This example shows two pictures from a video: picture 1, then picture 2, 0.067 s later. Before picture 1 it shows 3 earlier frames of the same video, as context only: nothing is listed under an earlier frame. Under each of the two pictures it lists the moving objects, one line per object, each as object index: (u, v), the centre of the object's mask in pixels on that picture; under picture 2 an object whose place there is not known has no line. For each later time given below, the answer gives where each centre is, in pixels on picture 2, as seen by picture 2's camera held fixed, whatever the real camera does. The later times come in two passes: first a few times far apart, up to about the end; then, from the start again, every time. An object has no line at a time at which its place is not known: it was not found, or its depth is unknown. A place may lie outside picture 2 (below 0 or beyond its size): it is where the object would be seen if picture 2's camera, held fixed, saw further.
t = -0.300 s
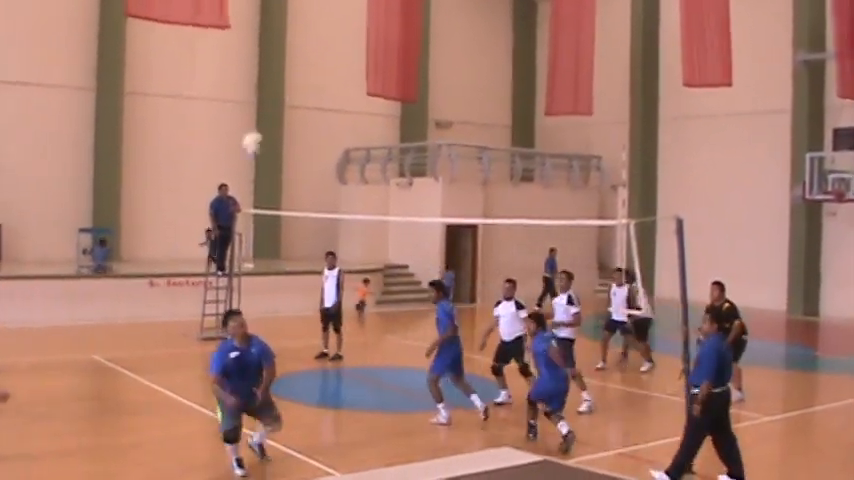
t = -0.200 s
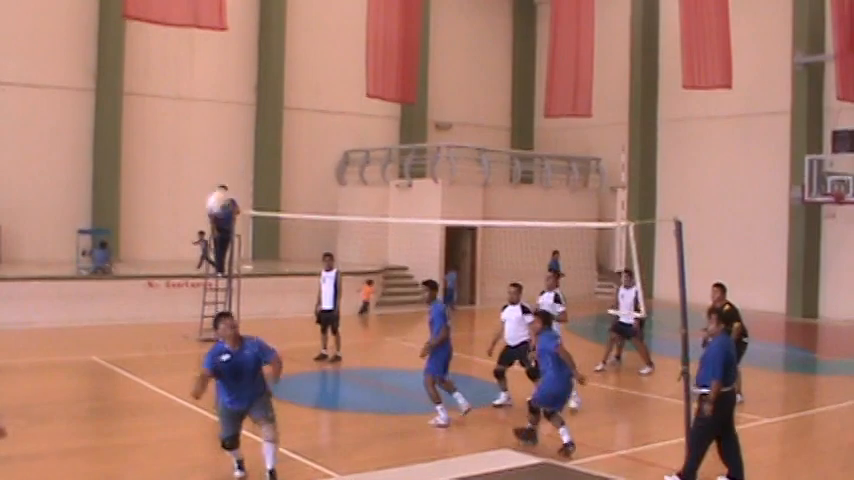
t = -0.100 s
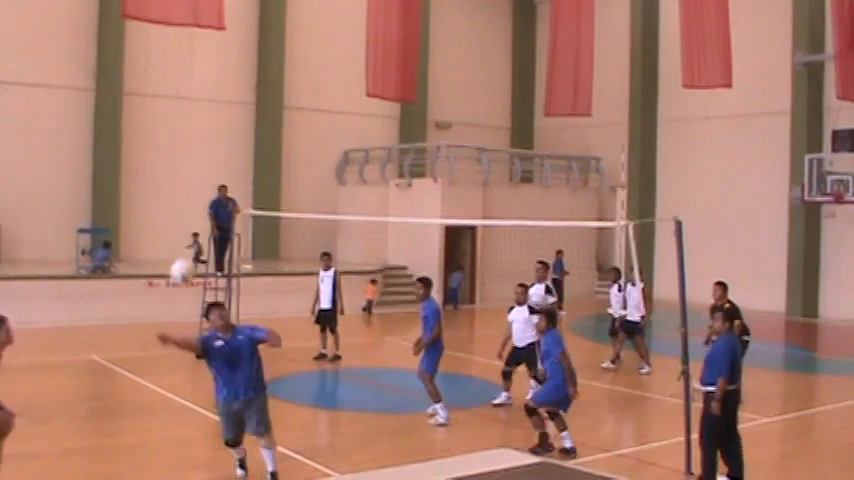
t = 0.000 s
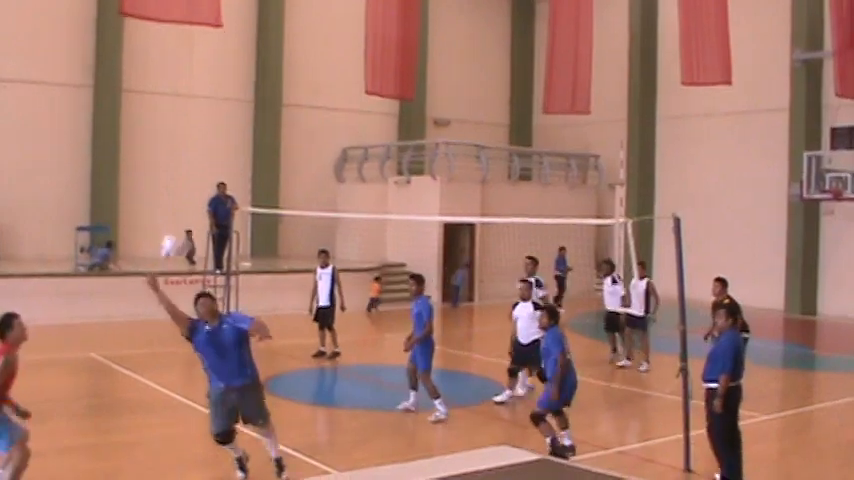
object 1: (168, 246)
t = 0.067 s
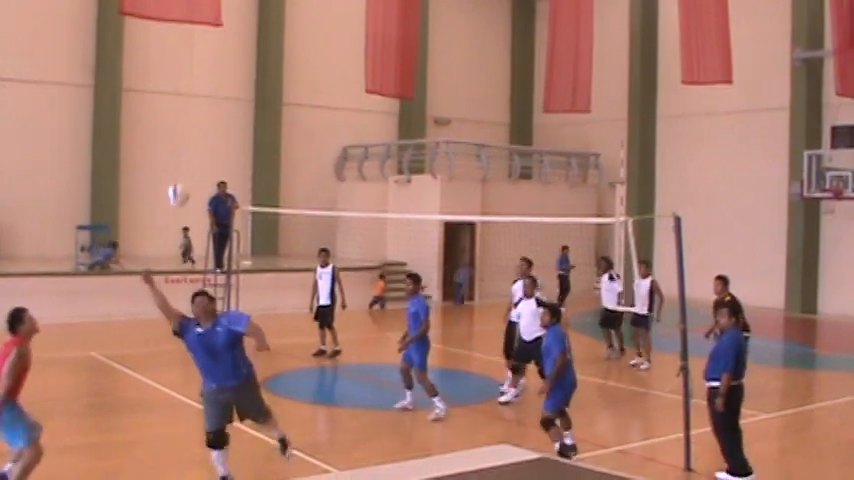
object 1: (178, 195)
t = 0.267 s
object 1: (191, 93)
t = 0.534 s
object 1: (203, 43)
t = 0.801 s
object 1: (208, 62)
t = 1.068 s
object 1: (211, 125)
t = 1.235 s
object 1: (211, 183)
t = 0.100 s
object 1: (180, 173)
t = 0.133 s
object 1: (183, 152)
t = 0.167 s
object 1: (184, 135)
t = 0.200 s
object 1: (187, 118)
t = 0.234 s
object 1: (189, 105)
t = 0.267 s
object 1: (191, 93)
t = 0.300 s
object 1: (194, 81)
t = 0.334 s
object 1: (194, 71)
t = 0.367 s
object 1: (197, 64)
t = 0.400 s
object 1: (197, 58)
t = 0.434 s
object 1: (199, 52)
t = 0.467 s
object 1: (200, 48)
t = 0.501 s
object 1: (202, 45)
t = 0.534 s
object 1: (203, 43)
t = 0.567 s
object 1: (204, 42)
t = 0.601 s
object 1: (204, 43)
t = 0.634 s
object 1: (205, 44)
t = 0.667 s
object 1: (205, 45)
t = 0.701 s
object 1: (207, 48)
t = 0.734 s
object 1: (208, 51)
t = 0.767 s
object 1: (208, 57)
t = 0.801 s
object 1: (208, 62)
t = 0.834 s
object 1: (208, 67)
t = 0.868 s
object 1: (210, 73)
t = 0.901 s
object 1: (210, 81)
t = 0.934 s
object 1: (210, 89)
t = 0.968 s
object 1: (211, 96)
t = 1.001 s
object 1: (211, 106)
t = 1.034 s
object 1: (211, 116)
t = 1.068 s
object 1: (211, 125)
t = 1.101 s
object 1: (211, 137)
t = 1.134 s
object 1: (212, 148)
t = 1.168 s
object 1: (213, 159)
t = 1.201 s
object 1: (212, 172)
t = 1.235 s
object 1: (211, 183)
